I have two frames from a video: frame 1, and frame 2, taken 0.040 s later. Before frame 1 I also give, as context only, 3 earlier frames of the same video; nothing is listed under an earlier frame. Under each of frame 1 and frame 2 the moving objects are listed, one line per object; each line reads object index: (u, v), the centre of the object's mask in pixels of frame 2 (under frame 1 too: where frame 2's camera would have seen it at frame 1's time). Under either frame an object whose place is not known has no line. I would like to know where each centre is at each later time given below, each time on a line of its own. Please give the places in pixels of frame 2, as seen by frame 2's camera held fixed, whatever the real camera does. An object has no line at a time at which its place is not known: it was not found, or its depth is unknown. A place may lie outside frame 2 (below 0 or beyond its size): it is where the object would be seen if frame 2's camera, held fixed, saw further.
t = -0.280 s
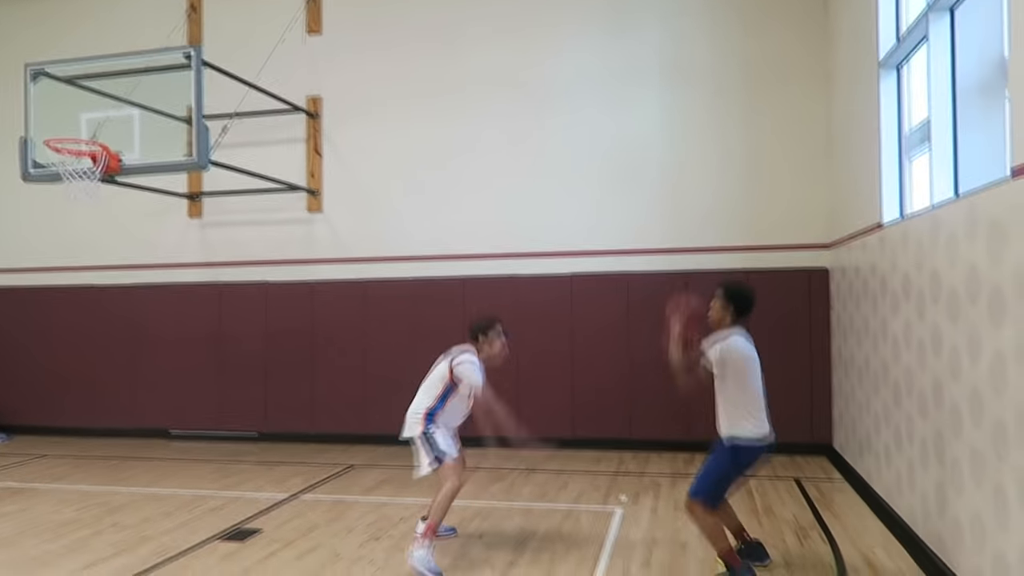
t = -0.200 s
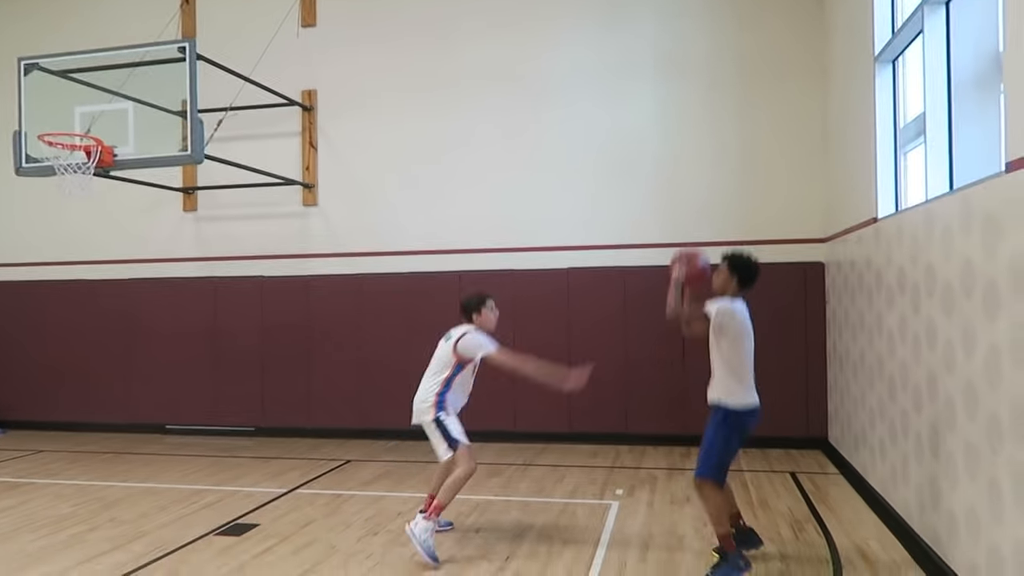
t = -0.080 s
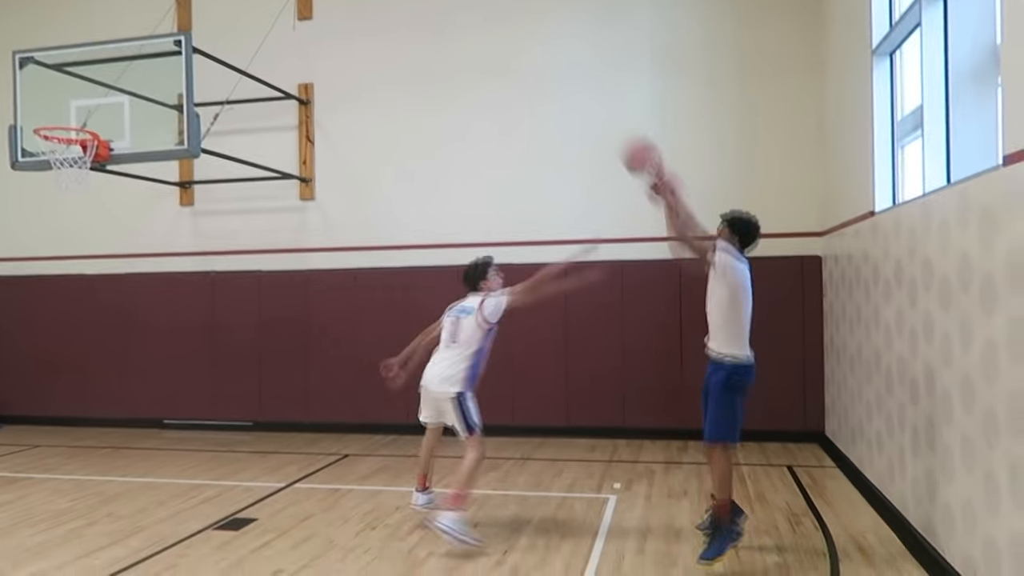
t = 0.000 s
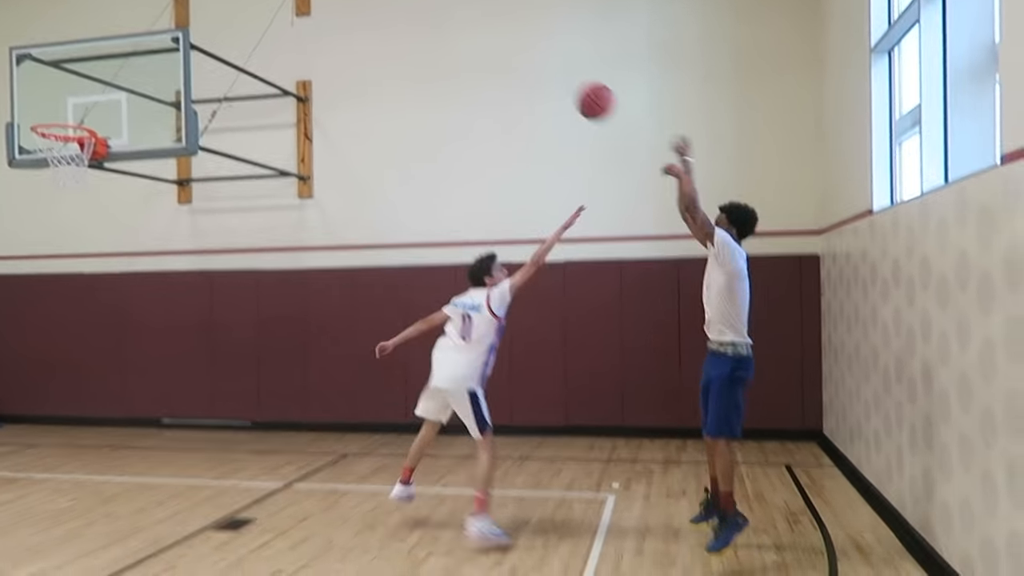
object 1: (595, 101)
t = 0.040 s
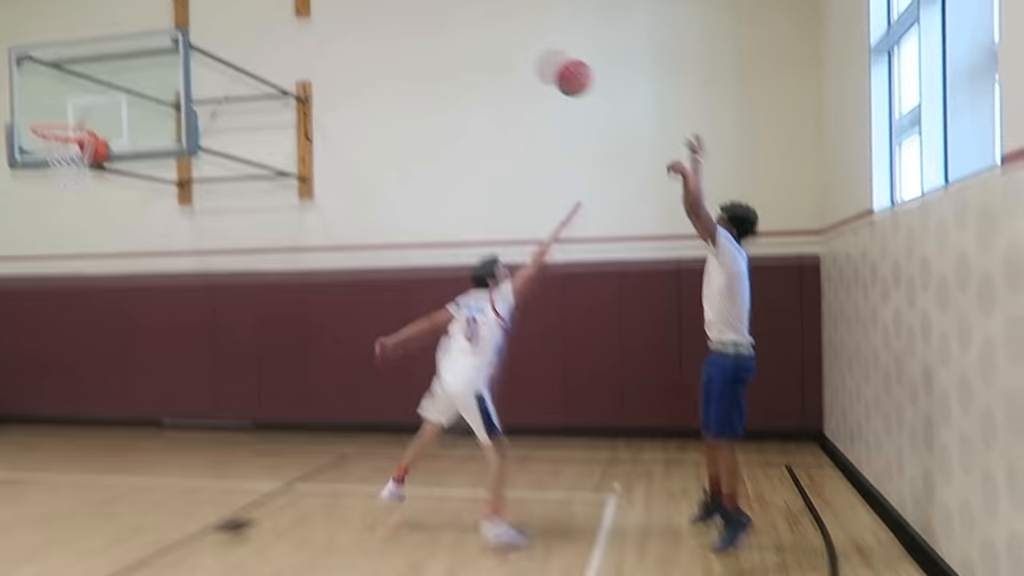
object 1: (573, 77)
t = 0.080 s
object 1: (550, 54)
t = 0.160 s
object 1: (490, 2)
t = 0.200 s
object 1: (471, -11)
